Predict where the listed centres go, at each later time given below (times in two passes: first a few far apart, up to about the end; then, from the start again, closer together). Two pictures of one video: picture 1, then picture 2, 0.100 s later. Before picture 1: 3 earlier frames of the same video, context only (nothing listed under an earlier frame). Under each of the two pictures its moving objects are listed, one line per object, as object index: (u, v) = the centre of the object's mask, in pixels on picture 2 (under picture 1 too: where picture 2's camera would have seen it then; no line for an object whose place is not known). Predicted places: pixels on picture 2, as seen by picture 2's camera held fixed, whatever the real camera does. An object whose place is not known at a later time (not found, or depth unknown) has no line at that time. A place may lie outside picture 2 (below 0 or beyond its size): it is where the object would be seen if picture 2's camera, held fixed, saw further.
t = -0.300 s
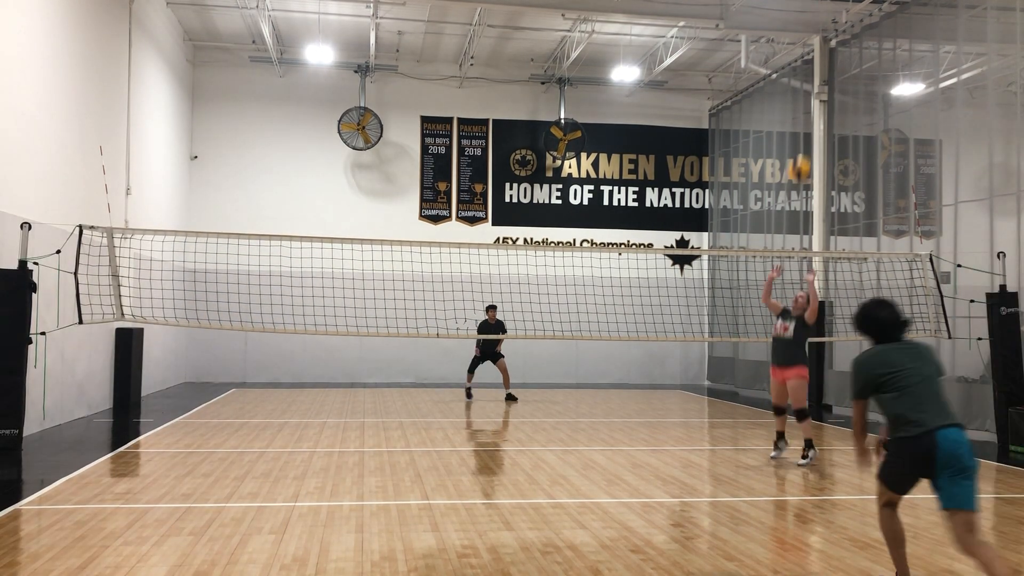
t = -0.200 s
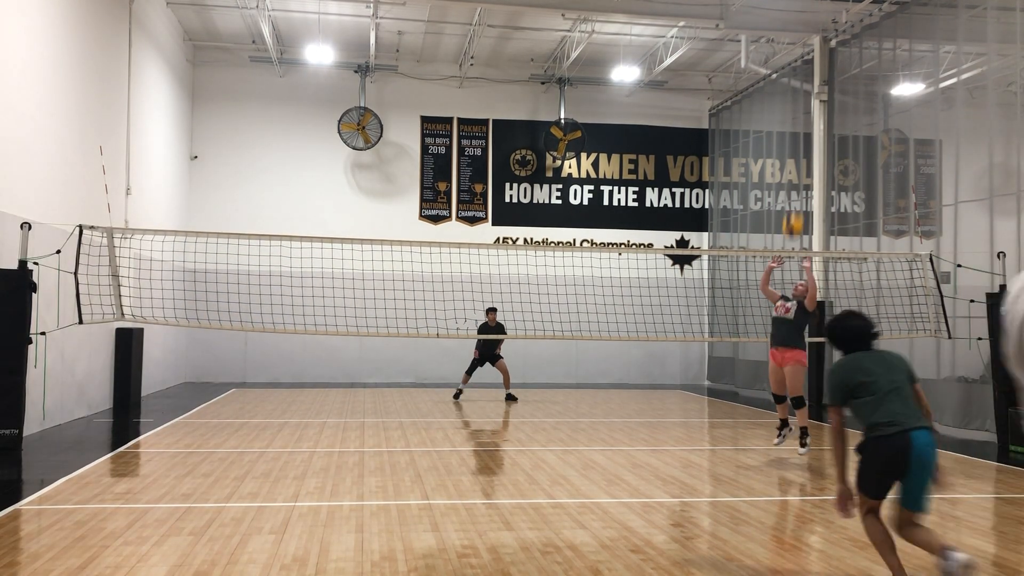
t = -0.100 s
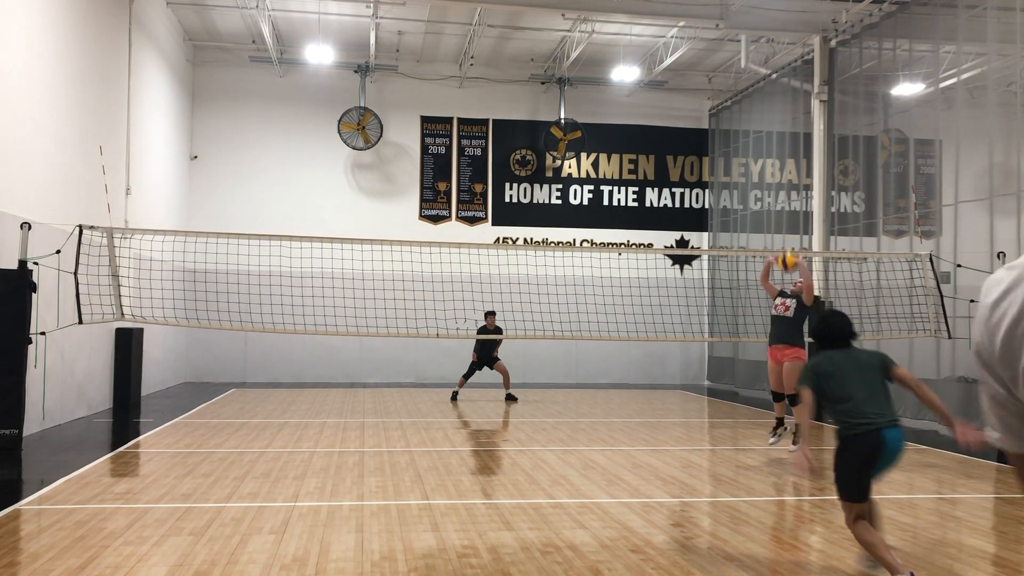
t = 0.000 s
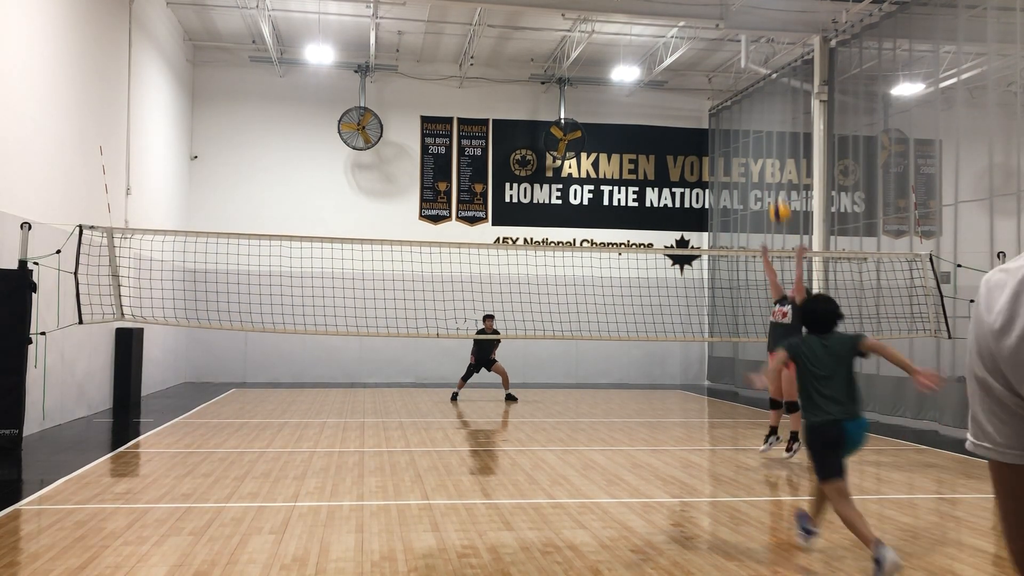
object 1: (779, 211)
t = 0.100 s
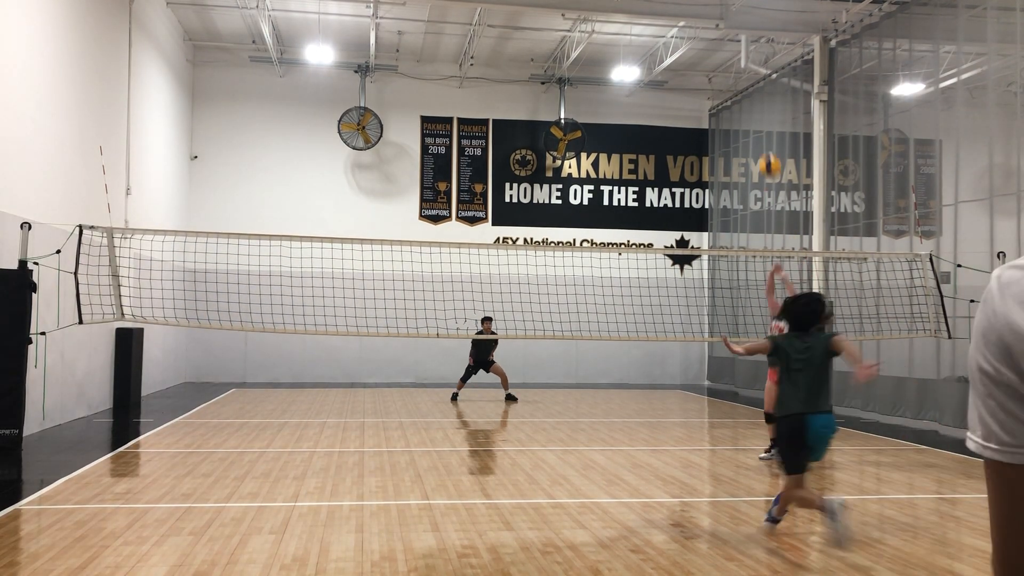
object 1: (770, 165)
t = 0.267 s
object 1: (753, 107)
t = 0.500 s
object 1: (728, 72)
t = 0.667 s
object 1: (708, 81)
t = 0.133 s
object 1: (766, 151)
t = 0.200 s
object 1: (759, 127)
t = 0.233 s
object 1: (756, 117)
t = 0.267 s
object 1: (753, 107)
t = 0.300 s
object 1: (750, 99)
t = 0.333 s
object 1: (746, 92)
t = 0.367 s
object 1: (742, 86)
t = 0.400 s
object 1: (739, 81)
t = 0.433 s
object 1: (735, 77)
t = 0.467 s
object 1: (731, 74)
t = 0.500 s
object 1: (728, 72)
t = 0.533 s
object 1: (724, 71)
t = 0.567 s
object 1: (720, 72)
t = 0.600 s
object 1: (715, 74)
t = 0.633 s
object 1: (712, 76)
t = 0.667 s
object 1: (708, 81)
